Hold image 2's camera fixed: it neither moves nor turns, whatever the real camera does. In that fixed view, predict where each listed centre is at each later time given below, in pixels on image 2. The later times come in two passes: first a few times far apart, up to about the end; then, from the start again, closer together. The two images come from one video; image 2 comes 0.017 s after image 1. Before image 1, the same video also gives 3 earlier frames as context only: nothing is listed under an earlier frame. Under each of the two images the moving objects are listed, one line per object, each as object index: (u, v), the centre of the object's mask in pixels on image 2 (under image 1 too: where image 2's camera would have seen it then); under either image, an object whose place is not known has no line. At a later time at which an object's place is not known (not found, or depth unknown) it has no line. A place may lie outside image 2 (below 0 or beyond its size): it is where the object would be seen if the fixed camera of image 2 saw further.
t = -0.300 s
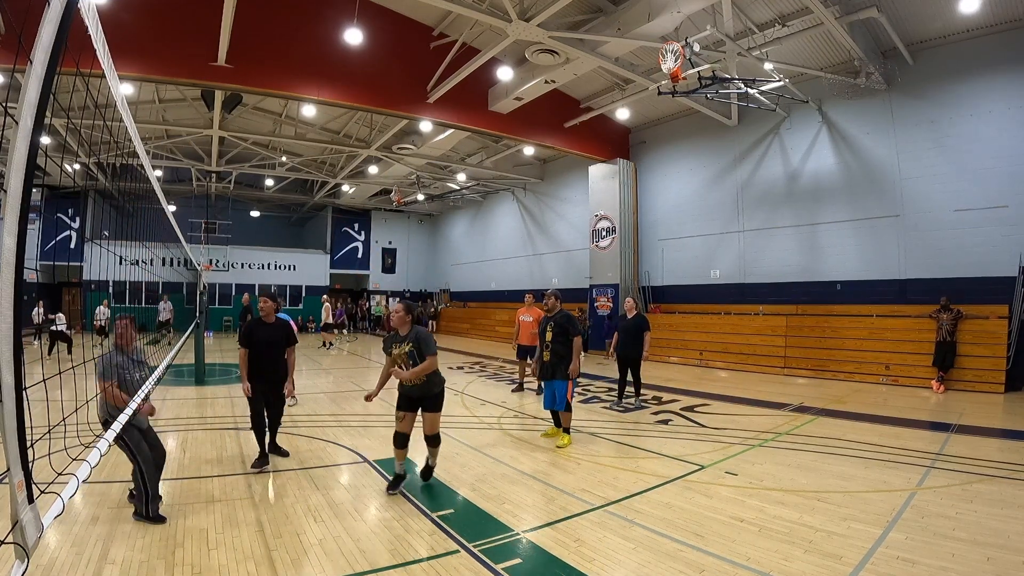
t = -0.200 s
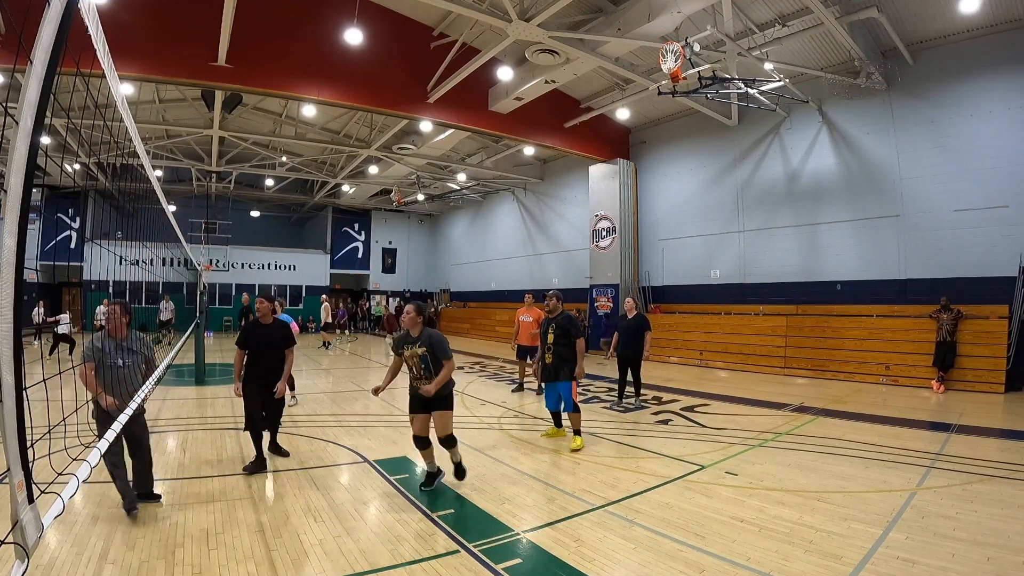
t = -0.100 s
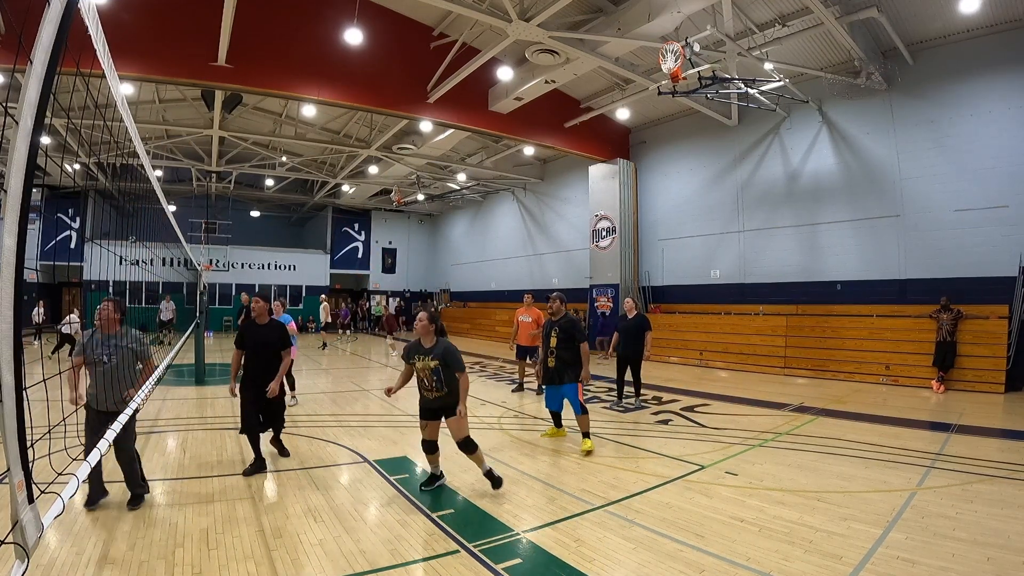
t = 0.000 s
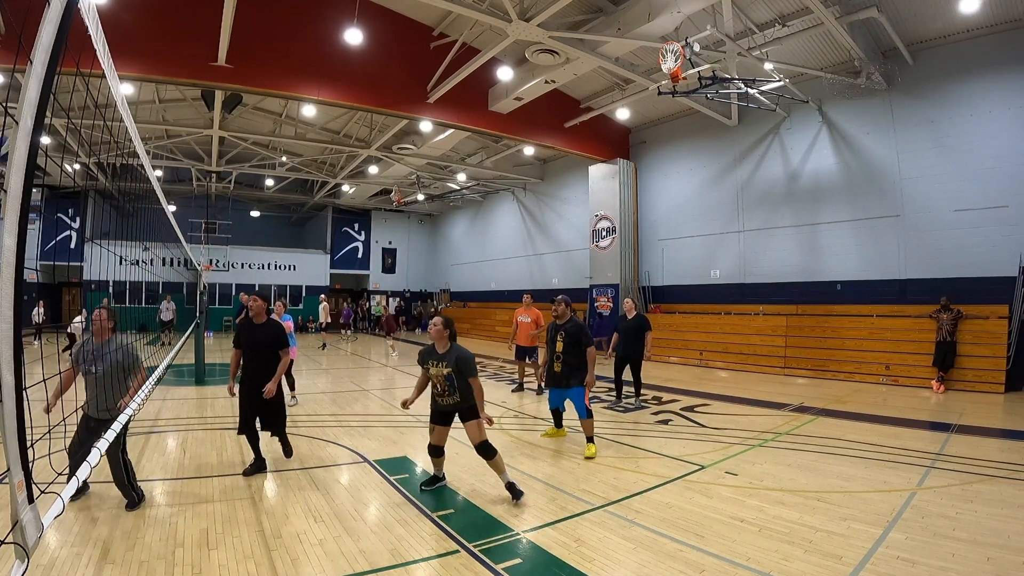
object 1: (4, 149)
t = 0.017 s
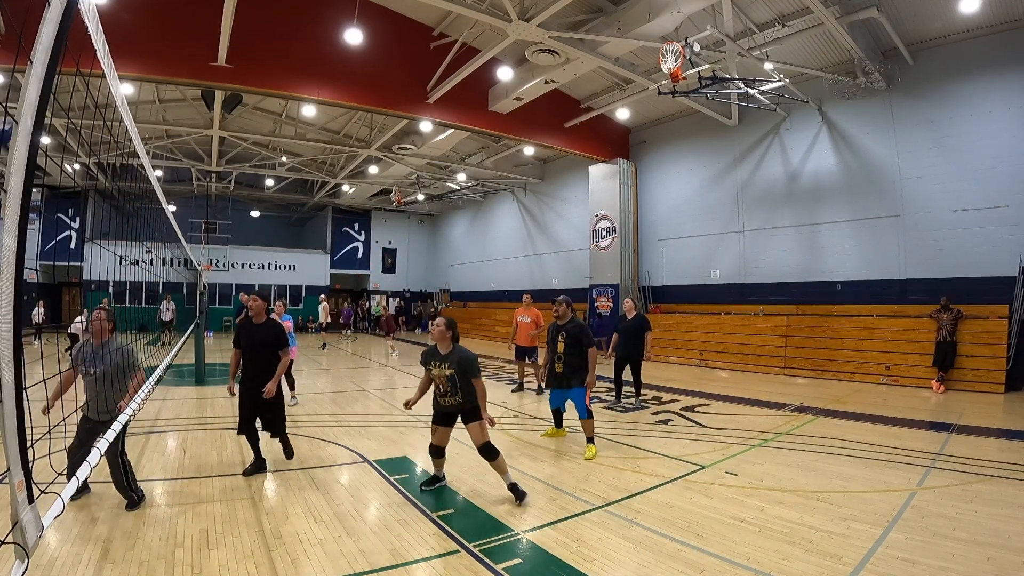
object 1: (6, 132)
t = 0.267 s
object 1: (158, 22)
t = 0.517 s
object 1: (285, 12)
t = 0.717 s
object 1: (372, 62)
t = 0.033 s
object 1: (8, 120)
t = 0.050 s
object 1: (13, 110)
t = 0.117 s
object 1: (70, 75)
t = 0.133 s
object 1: (79, 66)
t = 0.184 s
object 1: (116, 43)
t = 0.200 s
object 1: (121, 39)
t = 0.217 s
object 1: (129, 35)
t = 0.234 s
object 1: (139, 30)
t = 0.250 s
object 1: (148, 26)
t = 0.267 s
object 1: (158, 22)
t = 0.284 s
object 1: (167, 18)
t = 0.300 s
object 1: (176, 15)
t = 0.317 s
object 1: (185, 13)
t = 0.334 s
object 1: (194, 12)
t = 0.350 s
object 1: (203, 11)
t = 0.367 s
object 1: (210, 10)
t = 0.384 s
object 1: (220, 9)
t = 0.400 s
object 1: (229, 9)
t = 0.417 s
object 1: (237, 9)
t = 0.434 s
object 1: (247, 9)
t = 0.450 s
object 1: (254, 9)
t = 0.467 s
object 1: (261, 9)
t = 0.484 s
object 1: (269, 10)
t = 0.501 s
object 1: (278, 11)
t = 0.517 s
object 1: (285, 12)
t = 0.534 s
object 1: (293, 14)
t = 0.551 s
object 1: (300, 16)
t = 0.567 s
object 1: (308, 19)
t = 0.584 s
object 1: (315, 22)
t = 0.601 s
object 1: (322, 26)
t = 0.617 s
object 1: (329, 29)
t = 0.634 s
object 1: (335, 34)
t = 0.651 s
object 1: (344, 39)
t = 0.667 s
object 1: (351, 44)
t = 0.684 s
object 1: (359, 51)
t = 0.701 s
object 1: (366, 56)
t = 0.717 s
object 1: (372, 62)
